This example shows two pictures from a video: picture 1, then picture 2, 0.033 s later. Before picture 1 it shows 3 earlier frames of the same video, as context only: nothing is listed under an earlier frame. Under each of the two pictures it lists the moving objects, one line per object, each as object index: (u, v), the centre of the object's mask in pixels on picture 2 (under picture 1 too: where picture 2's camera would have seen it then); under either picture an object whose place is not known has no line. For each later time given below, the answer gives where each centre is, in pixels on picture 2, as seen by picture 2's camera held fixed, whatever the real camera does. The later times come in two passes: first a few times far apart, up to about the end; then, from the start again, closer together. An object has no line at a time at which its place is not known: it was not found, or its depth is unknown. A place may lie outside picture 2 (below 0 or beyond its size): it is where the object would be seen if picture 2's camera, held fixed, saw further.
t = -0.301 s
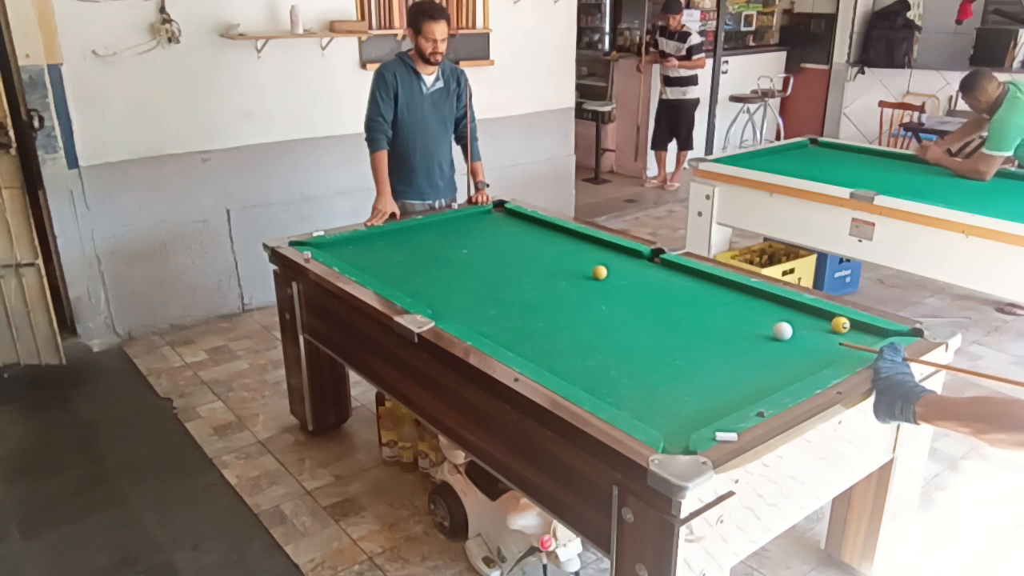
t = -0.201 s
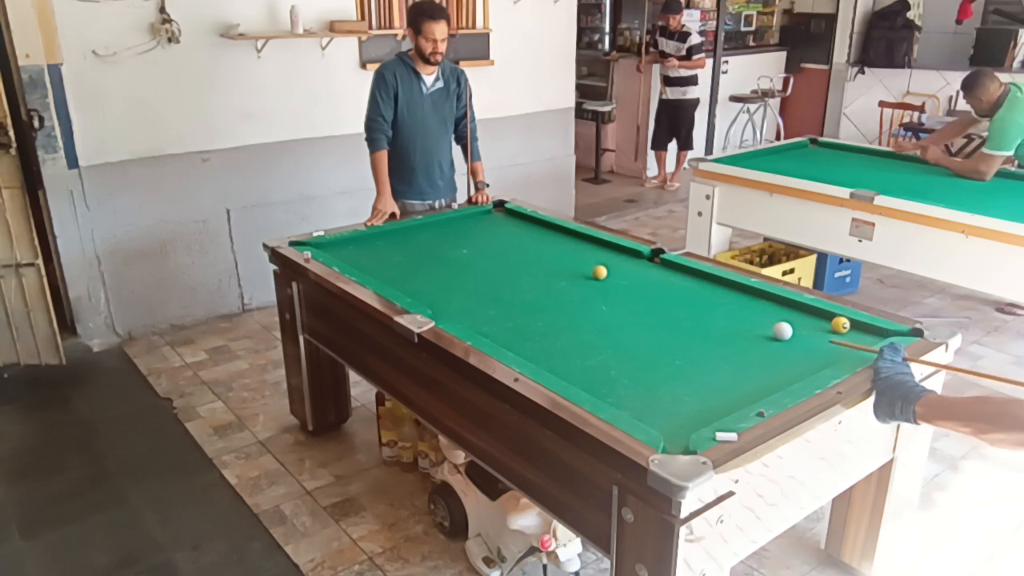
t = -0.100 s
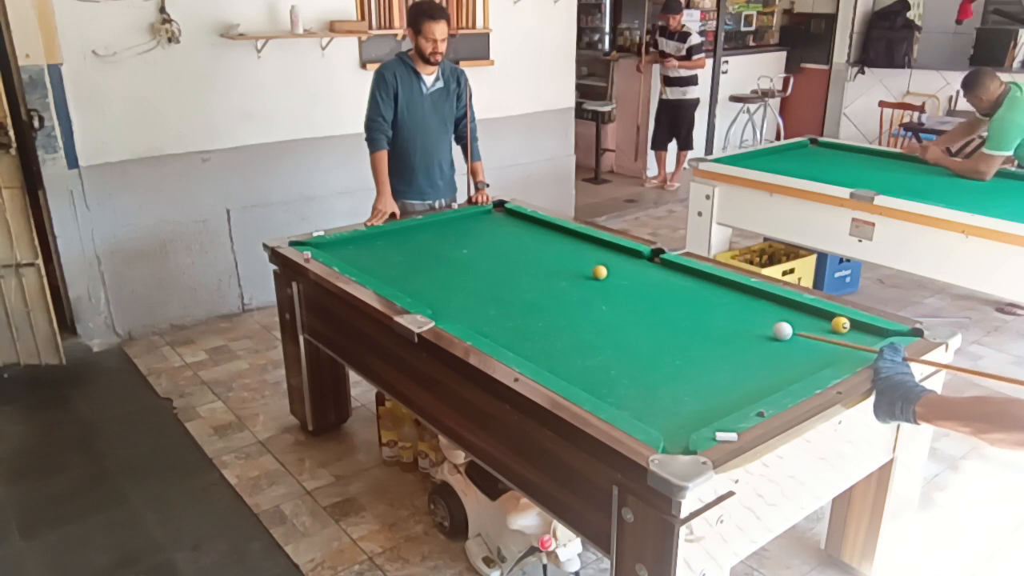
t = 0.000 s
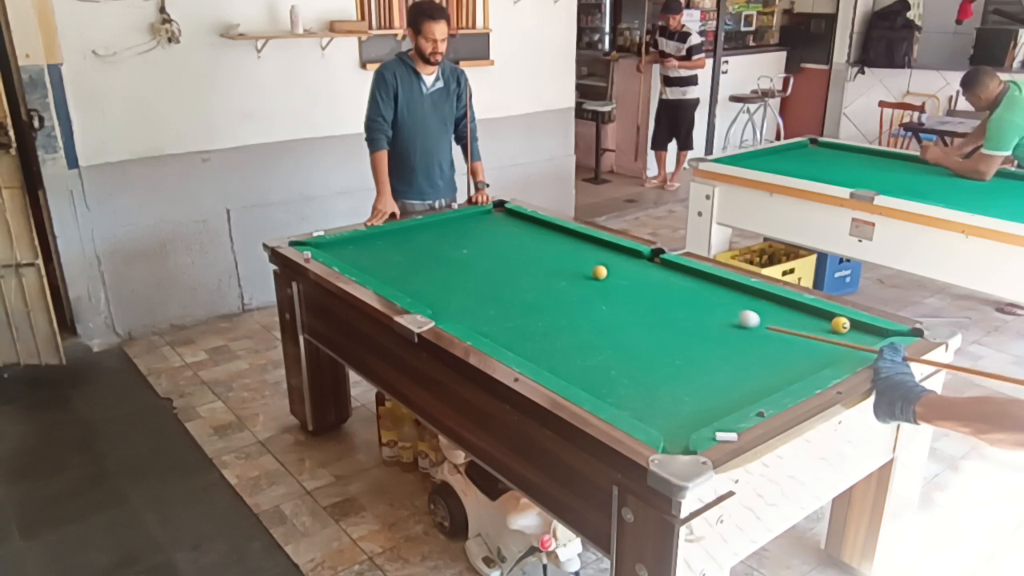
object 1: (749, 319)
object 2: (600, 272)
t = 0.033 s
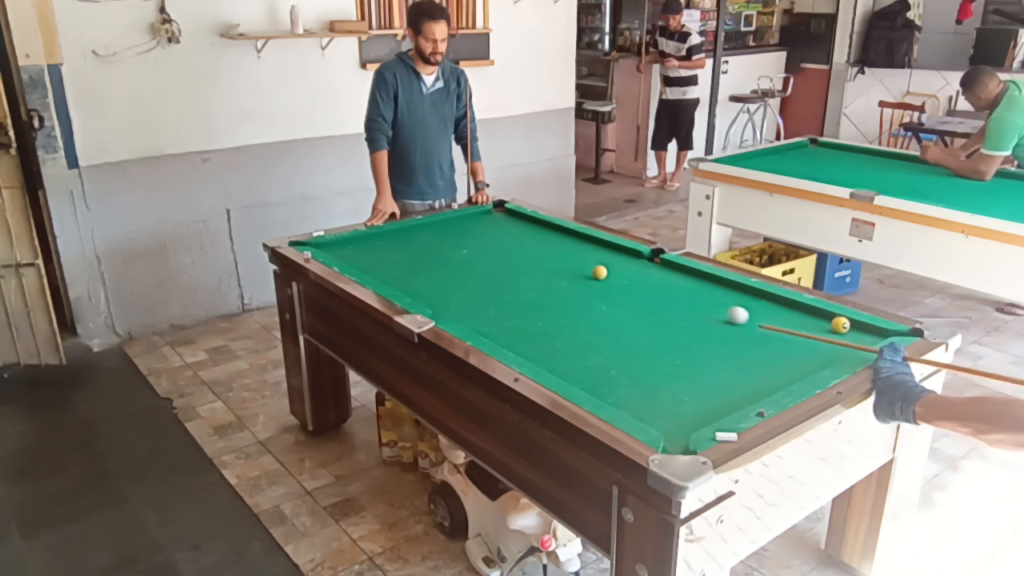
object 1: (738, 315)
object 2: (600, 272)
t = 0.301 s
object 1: (666, 291)
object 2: (600, 272)
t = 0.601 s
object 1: (611, 268)
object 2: (585, 271)
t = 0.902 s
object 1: (591, 251)
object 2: (540, 268)
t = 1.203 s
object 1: (575, 236)
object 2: (498, 265)
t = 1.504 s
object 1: (550, 229)
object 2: (460, 262)
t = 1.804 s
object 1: (523, 224)
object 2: (424, 259)
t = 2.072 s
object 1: (501, 220)
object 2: (394, 257)
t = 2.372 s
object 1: (478, 216)
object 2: (363, 254)
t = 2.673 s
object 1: (471, 217)
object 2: (334, 252)
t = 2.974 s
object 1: (474, 222)
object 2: (325, 247)
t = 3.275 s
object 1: (476, 226)
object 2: (330, 244)
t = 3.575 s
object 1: (478, 230)
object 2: (340, 246)
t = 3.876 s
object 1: (479, 234)
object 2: (348, 246)
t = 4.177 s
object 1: (481, 237)
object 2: (354, 247)
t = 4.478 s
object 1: (482, 239)
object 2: (357, 247)
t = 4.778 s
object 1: (482, 241)
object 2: (359, 247)
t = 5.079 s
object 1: (482, 243)
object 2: (358, 247)
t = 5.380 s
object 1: (482, 244)
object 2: (358, 248)
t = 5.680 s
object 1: (482, 244)
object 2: (358, 248)
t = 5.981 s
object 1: (482, 244)
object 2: (358, 248)
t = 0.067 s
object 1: (728, 312)
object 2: (600, 272)
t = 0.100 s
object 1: (718, 309)
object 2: (600, 272)
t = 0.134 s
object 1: (709, 305)
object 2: (600, 272)
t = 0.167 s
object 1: (700, 302)
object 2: (600, 272)
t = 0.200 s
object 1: (692, 299)
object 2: (600, 272)
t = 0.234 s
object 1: (683, 296)
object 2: (600, 272)
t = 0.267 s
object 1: (675, 293)
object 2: (600, 272)
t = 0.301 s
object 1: (666, 291)
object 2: (600, 272)
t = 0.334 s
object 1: (658, 288)
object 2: (600, 272)
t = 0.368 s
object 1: (651, 285)
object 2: (600, 272)
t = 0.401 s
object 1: (643, 282)
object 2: (600, 272)
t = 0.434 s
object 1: (636, 280)
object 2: (600, 272)
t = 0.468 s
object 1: (628, 277)
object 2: (600, 272)
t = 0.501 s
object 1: (621, 275)
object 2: (600, 272)
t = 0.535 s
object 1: (615, 272)
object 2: (599, 272)
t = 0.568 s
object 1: (613, 270)
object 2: (592, 272)
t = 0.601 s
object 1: (611, 268)
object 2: (585, 271)
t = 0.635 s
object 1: (609, 266)
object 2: (580, 271)
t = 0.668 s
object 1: (607, 264)
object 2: (575, 270)
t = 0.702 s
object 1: (604, 262)
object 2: (570, 270)
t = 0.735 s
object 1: (602, 260)
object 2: (564, 270)
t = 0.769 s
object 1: (600, 258)
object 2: (559, 269)
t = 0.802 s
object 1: (598, 257)
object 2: (555, 269)
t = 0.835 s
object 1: (596, 255)
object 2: (550, 269)
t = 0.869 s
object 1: (593, 253)
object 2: (545, 268)
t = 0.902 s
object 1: (591, 251)
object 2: (540, 268)
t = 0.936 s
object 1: (589, 249)
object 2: (536, 268)
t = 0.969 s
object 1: (588, 248)
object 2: (531, 267)
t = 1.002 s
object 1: (586, 246)
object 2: (526, 267)
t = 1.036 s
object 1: (584, 244)
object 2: (521, 267)
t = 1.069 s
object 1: (582, 243)
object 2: (517, 266)
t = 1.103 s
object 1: (580, 241)
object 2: (512, 266)
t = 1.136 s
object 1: (578, 240)
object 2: (507, 266)
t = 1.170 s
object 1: (577, 238)
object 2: (503, 265)
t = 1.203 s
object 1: (575, 236)
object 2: (498, 265)
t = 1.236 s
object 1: (573, 235)
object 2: (494, 264)
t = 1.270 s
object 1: (571, 234)
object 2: (490, 264)
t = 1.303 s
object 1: (569, 232)
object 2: (485, 264)
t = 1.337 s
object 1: (566, 232)
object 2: (481, 263)
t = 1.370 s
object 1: (564, 231)
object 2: (477, 263)
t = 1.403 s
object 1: (560, 230)
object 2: (473, 263)
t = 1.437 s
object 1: (557, 230)
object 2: (469, 263)
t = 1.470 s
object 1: (554, 229)
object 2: (465, 262)
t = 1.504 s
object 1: (550, 229)
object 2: (460, 262)
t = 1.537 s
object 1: (547, 228)
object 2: (456, 262)
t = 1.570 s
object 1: (544, 228)
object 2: (452, 261)
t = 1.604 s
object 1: (541, 227)
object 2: (448, 261)
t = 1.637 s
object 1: (538, 226)
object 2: (444, 261)
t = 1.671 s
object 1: (535, 226)
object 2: (440, 261)
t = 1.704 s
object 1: (532, 225)
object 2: (436, 260)
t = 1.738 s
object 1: (529, 225)
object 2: (432, 260)
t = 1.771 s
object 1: (526, 224)
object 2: (428, 260)
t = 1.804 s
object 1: (523, 224)
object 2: (424, 259)
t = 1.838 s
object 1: (520, 223)
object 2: (420, 259)
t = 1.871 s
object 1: (518, 223)
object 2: (416, 259)
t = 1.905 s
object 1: (515, 222)
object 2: (413, 258)
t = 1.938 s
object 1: (512, 222)
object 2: (409, 258)
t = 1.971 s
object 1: (509, 221)
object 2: (405, 258)
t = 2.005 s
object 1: (506, 221)
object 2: (402, 257)
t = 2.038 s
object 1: (504, 220)
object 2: (398, 257)
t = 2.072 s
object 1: (501, 220)
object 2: (394, 257)
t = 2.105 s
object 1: (498, 219)
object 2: (391, 257)
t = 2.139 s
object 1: (496, 219)
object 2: (387, 256)
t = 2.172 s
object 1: (493, 218)
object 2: (383, 256)
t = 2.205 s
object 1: (491, 218)
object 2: (380, 256)
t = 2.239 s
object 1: (488, 218)
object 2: (377, 256)
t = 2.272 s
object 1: (486, 217)
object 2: (373, 255)
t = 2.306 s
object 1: (483, 217)
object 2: (370, 255)
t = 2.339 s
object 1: (481, 216)
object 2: (366, 255)
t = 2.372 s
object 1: (478, 216)
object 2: (363, 254)
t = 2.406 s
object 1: (476, 216)
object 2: (360, 254)
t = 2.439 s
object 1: (473, 215)
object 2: (356, 254)
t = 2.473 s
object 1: (471, 215)
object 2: (353, 254)
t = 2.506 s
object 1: (469, 214)
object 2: (350, 253)
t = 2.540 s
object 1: (469, 215)
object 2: (346, 253)
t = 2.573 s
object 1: (470, 216)
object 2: (343, 253)
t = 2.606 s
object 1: (470, 216)
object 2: (340, 253)
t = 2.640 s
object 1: (470, 216)
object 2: (337, 252)
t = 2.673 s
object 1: (471, 217)
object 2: (334, 252)
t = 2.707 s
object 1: (471, 217)
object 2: (331, 251)
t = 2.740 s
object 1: (472, 218)
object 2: (328, 251)
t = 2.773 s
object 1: (472, 219)
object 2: (326, 250)
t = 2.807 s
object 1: (472, 219)
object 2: (325, 250)
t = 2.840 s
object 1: (473, 220)
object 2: (325, 249)
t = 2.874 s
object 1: (473, 220)
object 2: (325, 249)
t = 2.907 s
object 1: (473, 221)
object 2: (325, 248)
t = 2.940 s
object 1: (473, 221)
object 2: (325, 247)
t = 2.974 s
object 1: (474, 222)
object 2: (325, 247)
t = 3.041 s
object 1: (474, 223)
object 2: (325, 246)
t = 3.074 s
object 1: (474, 223)
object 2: (325, 246)
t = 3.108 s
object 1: (475, 224)
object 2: (325, 245)
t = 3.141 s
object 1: (475, 224)
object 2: (326, 244)
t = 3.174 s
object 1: (475, 225)
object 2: (326, 244)
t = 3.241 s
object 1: (476, 225)
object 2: (329, 245)
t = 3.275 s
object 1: (476, 226)
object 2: (330, 244)
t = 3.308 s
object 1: (476, 227)
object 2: (331, 245)
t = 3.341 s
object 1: (476, 227)
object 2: (333, 245)
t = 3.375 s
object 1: (476, 227)
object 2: (334, 245)
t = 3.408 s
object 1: (477, 228)
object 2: (334, 245)
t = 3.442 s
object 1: (477, 228)
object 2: (336, 245)
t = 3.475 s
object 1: (477, 228)
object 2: (337, 245)
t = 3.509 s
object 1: (478, 229)
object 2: (338, 245)
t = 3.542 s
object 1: (478, 229)
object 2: (339, 245)
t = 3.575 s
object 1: (478, 230)
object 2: (340, 246)
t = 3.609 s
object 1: (478, 230)
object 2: (341, 246)
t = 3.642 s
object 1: (478, 231)
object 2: (342, 246)
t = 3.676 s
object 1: (478, 231)
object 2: (343, 246)
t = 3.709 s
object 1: (478, 232)
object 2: (344, 246)
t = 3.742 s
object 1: (479, 232)
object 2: (344, 246)
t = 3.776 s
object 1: (479, 232)
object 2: (345, 246)
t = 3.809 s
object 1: (479, 233)
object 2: (346, 246)
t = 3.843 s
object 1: (479, 233)
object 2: (347, 246)
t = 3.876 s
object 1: (479, 234)
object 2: (348, 246)
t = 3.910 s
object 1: (480, 234)
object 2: (349, 246)
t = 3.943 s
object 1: (480, 234)
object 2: (350, 246)
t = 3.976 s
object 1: (480, 235)
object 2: (350, 246)
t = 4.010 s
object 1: (480, 235)
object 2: (351, 246)
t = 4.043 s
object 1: (480, 235)
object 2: (352, 247)
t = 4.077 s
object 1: (480, 236)
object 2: (352, 246)
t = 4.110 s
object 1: (480, 236)
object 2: (353, 246)
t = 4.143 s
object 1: (481, 236)
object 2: (353, 247)
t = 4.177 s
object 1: (481, 237)
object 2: (354, 247)
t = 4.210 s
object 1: (481, 237)
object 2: (354, 247)
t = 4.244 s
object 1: (481, 237)
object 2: (355, 247)
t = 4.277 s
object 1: (481, 238)
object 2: (355, 247)
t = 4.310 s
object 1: (481, 238)
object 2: (355, 247)
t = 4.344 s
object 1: (481, 238)
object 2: (356, 247)
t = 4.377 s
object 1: (481, 238)
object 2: (356, 247)
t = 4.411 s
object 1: (481, 239)
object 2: (356, 247)
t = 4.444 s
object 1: (481, 239)
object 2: (357, 247)
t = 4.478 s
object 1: (482, 239)
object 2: (357, 247)
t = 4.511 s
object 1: (482, 240)
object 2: (357, 247)
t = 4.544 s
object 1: (482, 240)
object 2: (357, 247)
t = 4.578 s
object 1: (482, 240)
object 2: (358, 247)
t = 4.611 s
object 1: (482, 240)
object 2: (358, 247)
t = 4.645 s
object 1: (482, 241)
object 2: (358, 247)
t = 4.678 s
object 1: (482, 241)
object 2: (358, 247)
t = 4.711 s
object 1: (482, 241)
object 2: (358, 247)
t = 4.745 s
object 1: (482, 241)
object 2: (358, 247)
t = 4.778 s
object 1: (482, 241)
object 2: (359, 247)
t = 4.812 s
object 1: (482, 242)
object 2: (359, 247)
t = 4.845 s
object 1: (482, 242)
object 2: (359, 247)
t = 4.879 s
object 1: (482, 242)
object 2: (359, 247)
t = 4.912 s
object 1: (482, 242)
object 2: (359, 247)
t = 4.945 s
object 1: (482, 242)
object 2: (359, 247)
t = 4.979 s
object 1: (483, 242)
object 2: (358, 247)
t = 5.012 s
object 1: (483, 242)
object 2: (359, 247)
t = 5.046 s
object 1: (482, 243)
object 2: (359, 247)
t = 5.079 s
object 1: (482, 243)
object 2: (358, 247)
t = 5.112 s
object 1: (482, 243)
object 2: (358, 247)
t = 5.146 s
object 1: (482, 243)
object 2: (358, 247)
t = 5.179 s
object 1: (483, 243)
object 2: (358, 248)
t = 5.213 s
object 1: (483, 244)
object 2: (358, 248)
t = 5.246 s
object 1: (483, 244)
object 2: (358, 248)
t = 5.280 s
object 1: (482, 244)
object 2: (358, 248)
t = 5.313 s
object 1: (482, 244)
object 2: (358, 248)
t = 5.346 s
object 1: (482, 244)
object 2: (358, 248)
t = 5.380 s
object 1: (482, 244)
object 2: (358, 248)
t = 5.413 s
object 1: (482, 244)
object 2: (358, 248)
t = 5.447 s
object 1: (482, 244)
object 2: (358, 248)
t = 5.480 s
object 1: (482, 244)
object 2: (358, 248)
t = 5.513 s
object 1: (482, 244)
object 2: (358, 248)
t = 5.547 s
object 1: (482, 244)
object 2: (358, 248)
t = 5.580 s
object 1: (482, 244)
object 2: (358, 248)
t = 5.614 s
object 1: (482, 244)
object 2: (358, 248)
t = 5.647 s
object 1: (482, 244)
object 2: (358, 248)
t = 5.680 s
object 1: (482, 244)
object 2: (358, 248)
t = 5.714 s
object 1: (482, 244)
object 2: (358, 248)
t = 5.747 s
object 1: (482, 244)
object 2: (358, 248)
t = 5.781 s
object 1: (482, 244)
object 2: (358, 248)
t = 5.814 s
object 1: (482, 244)
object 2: (358, 248)
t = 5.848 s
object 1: (482, 244)
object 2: (358, 248)
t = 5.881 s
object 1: (482, 244)
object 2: (358, 248)
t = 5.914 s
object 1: (482, 244)
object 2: (358, 248)
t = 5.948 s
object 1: (482, 244)
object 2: (358, 248)
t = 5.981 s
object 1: (482, 244)
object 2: (358, 248)
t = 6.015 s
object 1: (482, 244)
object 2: (358, 248)
